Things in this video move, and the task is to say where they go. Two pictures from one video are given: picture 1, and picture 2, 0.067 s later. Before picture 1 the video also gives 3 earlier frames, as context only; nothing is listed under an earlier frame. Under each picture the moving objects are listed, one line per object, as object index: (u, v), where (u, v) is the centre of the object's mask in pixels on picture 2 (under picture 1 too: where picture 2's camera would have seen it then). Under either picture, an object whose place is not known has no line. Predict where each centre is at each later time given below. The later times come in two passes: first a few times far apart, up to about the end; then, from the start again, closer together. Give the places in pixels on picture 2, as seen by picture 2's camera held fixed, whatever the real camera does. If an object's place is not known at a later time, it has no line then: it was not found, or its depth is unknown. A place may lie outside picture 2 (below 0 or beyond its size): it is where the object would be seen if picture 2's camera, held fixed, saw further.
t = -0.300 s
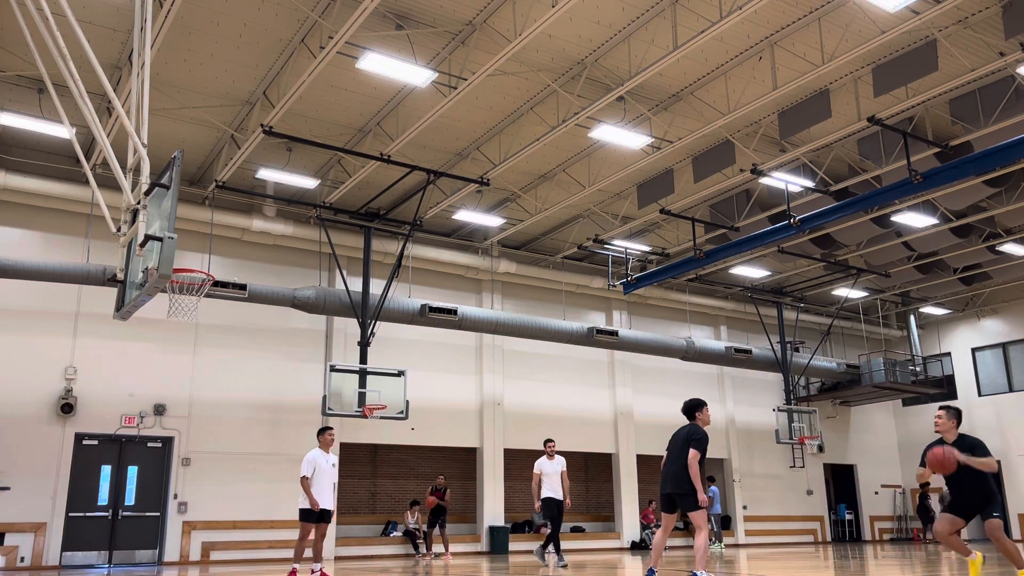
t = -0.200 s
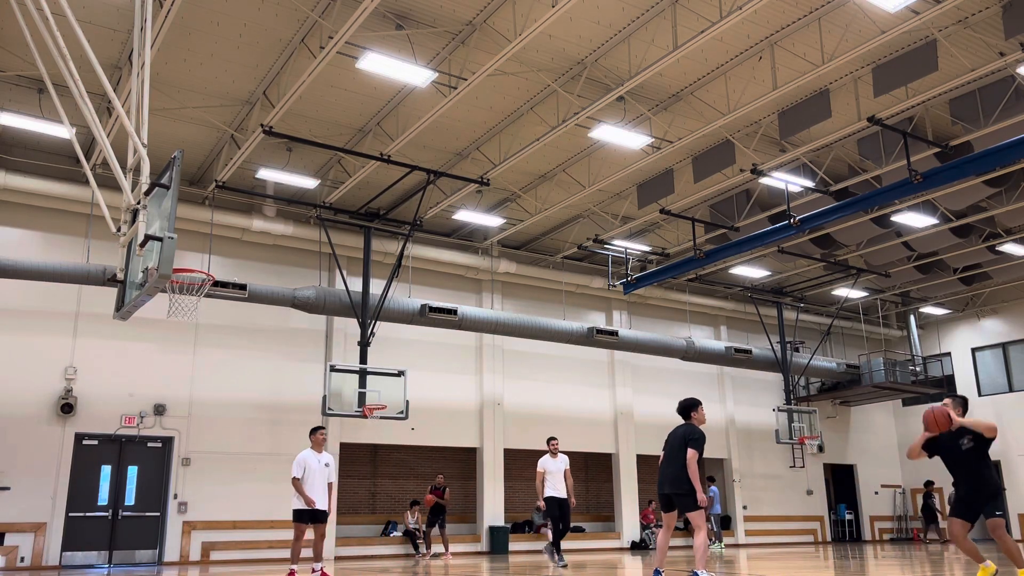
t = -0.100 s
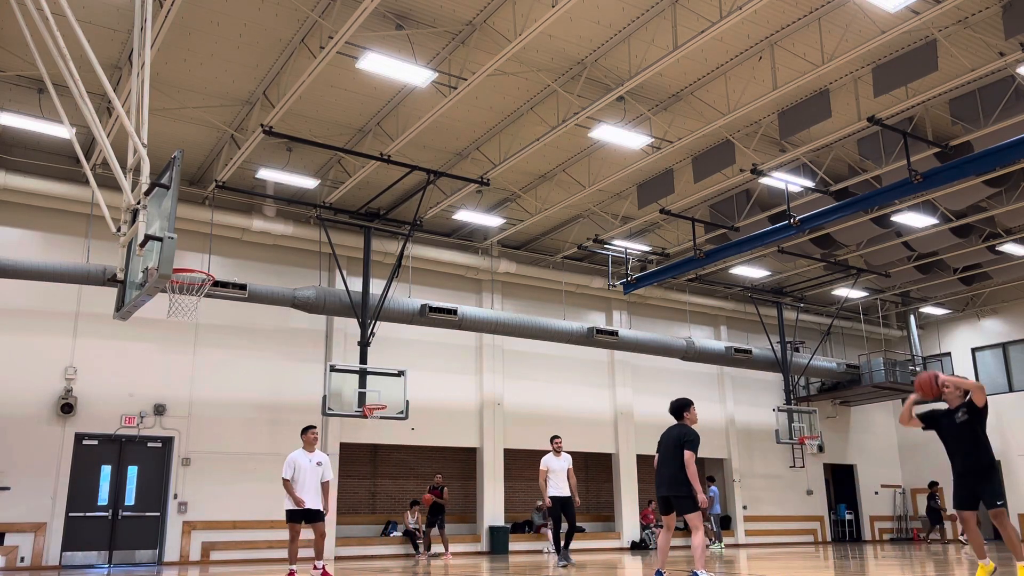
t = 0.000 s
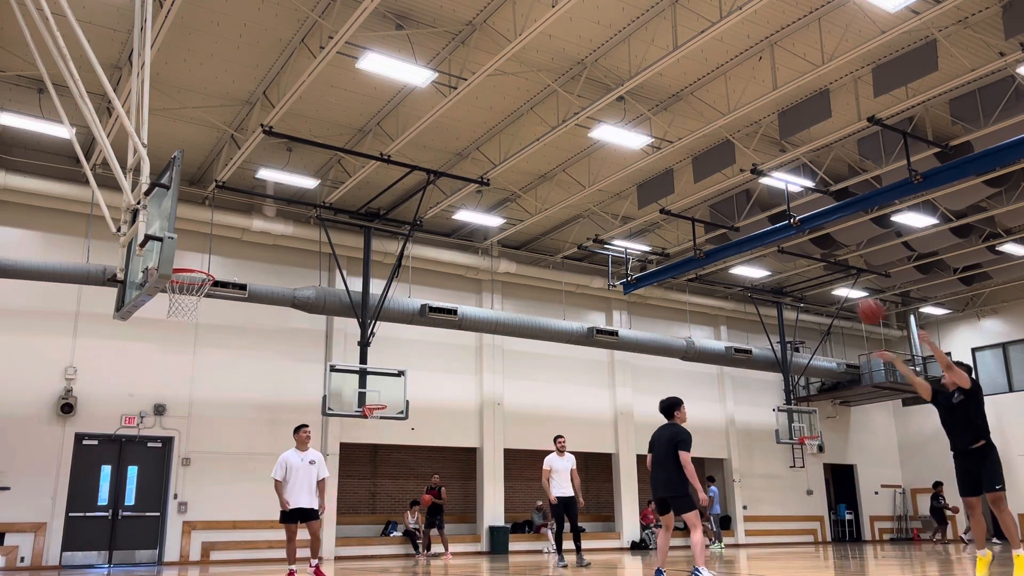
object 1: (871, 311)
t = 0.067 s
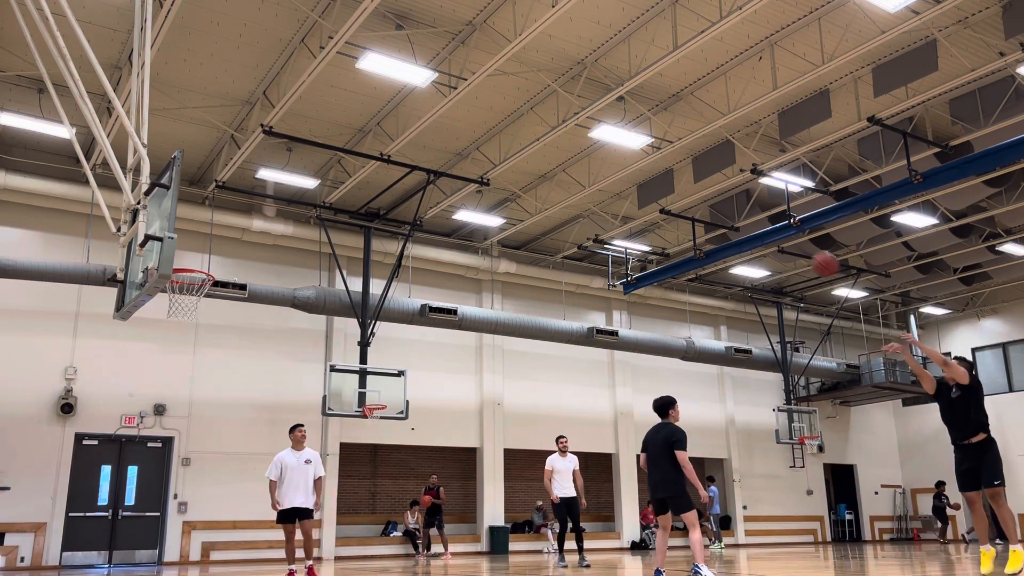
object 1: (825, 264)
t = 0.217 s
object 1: (730, 182)
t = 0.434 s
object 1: (607, 107)
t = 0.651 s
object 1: (496, 78)
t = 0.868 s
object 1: (388, 91)
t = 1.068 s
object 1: (291, 138)
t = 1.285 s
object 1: (184, 230)
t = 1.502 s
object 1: (230, 266)
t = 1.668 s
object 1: (285, 293)
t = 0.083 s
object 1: (814, 253)
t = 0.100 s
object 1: (804, 244)
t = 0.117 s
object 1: (793, 234)
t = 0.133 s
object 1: (782, 224)
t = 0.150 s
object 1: (771, 214)
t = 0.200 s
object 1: (741, 190)
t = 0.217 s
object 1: (730, 182)
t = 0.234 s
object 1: (720, 173)
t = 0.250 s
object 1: (711, 165)
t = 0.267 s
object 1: (701, 159)
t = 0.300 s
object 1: (682, 147)
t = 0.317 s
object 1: (672, 141)
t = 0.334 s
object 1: (663, 135)
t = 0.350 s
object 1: (654, 130)
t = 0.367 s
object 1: (644, 124)
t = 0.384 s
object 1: (636, 119)
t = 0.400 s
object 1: (625, 114)
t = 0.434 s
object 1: (607, 107)
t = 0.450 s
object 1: (599, 103)
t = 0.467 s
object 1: (590, 99)
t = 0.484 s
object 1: (581, 97)
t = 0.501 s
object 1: (573, 93)
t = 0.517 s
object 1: (563, 91)
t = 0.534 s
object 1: (555, 88)
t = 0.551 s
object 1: (546, 86)
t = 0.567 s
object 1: (537, 84)
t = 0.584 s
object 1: (529, 82)
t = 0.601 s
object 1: (520, 80)
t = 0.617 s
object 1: (512, 79)
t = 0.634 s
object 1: (504, 78)
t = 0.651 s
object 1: (496, 78)
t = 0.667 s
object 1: (487, 77)
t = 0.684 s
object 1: (479, 78)
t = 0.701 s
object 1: (471, 77)
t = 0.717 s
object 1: (463, 78)
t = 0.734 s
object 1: (454, 78)
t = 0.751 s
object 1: (446, 79)
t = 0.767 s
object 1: (439, 80)
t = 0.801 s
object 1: (422, 83)
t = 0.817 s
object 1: (414, 85)
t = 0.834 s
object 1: (405, 87)
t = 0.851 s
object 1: (397, 89)
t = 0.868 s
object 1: (388, 91)
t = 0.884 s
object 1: (381, 93)
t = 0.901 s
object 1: (372, 95)
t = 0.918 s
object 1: (365, 99)
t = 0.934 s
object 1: (357, 102)
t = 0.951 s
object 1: (349, 105)
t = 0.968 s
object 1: (341, 109)
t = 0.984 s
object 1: (333, 113)
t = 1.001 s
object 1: (324, 117)
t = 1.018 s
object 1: (316, 122)
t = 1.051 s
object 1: (300, 132)
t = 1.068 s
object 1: (291, 138)
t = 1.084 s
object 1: (284, 142)
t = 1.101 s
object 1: (275, 148)
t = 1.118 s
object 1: (266, 155)
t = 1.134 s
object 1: (259, 160)
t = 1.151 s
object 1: (250, 166)
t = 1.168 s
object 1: (241, 175)
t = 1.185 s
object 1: (233, 181)
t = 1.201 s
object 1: (225, 189)
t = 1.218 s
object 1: (216, 196)
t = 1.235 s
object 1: (207, 205)
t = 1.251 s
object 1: (198, 212)
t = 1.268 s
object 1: (190, 221)
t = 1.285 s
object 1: (184, 230)
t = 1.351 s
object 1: (180, 259)
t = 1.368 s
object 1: (182, 259)
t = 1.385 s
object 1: (187, 259)
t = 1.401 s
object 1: (193, 260)
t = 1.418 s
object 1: (200, 260)
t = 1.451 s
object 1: (212, 262)
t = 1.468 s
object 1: (219, 263)
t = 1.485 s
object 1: (225, 264)
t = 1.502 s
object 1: (230, 266)
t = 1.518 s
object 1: (237, 267)
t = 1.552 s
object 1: (248, 272)
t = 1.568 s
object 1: (254, 274)
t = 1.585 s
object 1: (259, 277)
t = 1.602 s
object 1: (264, 280)
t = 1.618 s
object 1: (270, 283)
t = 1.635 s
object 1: (275, 286)
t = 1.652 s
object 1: (279, 289)
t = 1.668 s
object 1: (285, 293)
